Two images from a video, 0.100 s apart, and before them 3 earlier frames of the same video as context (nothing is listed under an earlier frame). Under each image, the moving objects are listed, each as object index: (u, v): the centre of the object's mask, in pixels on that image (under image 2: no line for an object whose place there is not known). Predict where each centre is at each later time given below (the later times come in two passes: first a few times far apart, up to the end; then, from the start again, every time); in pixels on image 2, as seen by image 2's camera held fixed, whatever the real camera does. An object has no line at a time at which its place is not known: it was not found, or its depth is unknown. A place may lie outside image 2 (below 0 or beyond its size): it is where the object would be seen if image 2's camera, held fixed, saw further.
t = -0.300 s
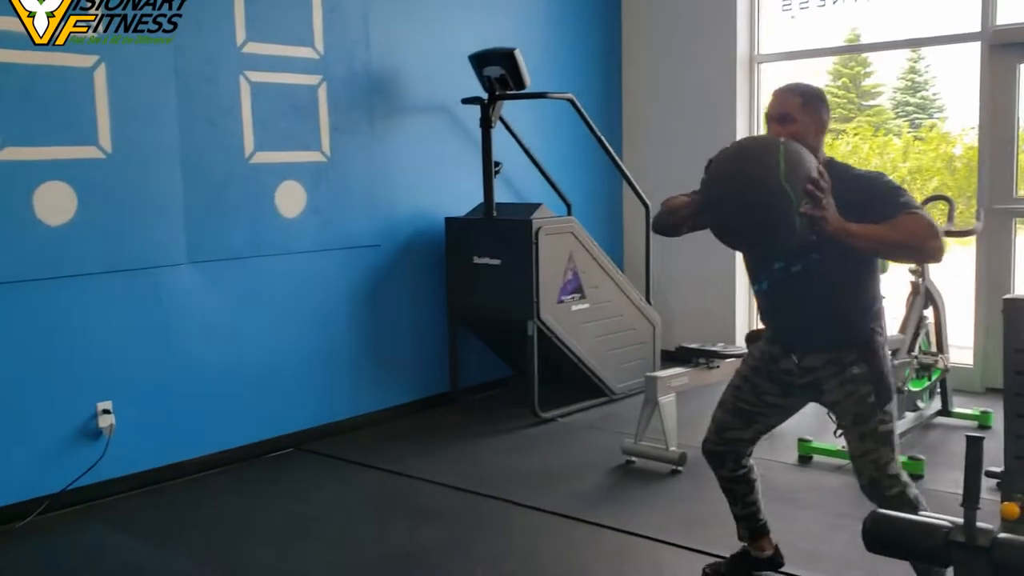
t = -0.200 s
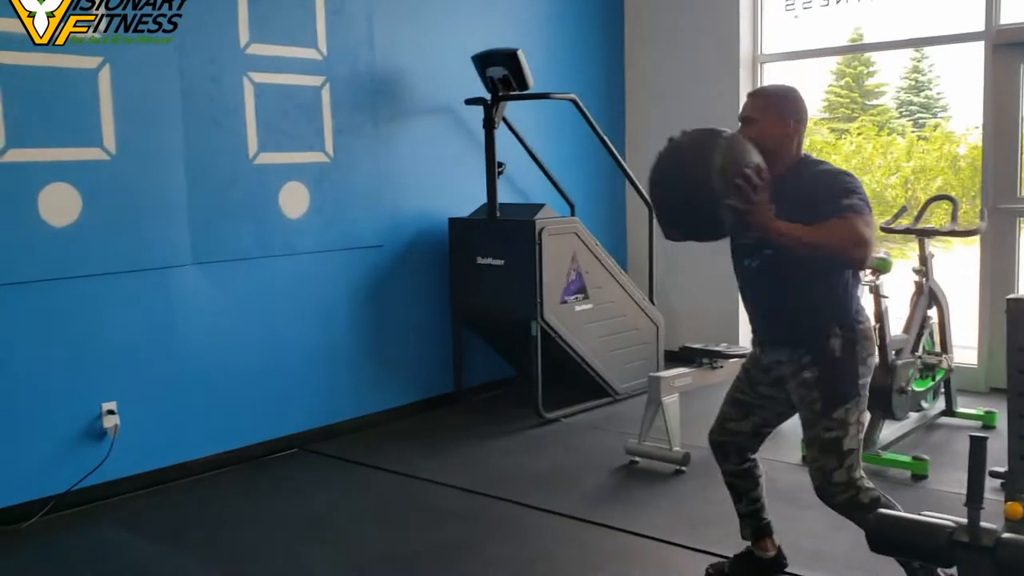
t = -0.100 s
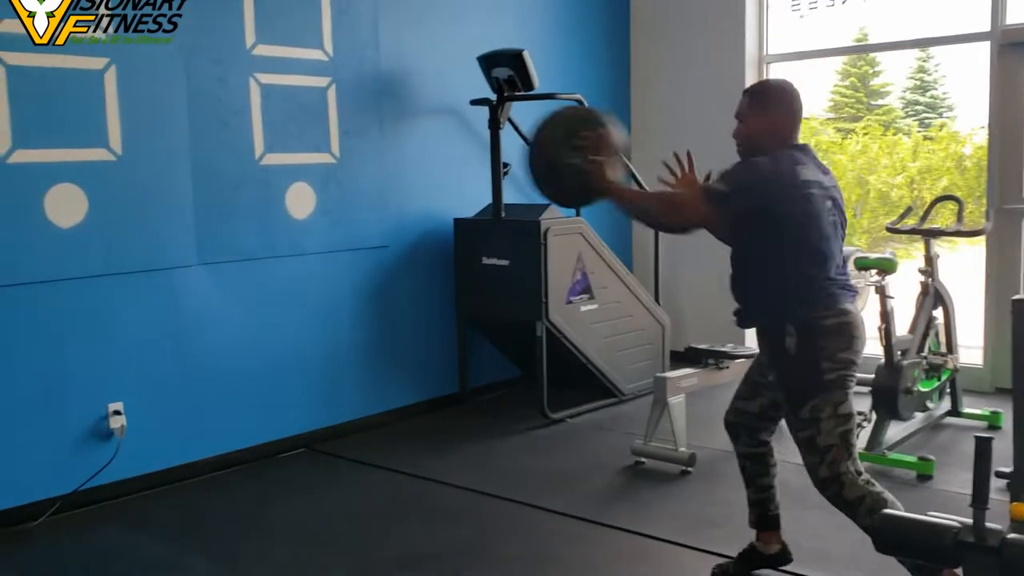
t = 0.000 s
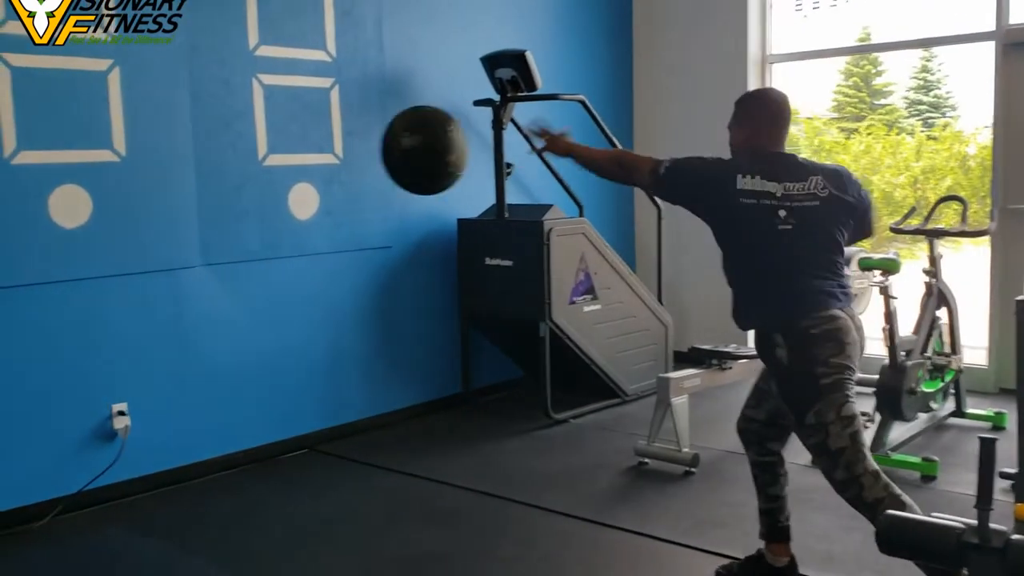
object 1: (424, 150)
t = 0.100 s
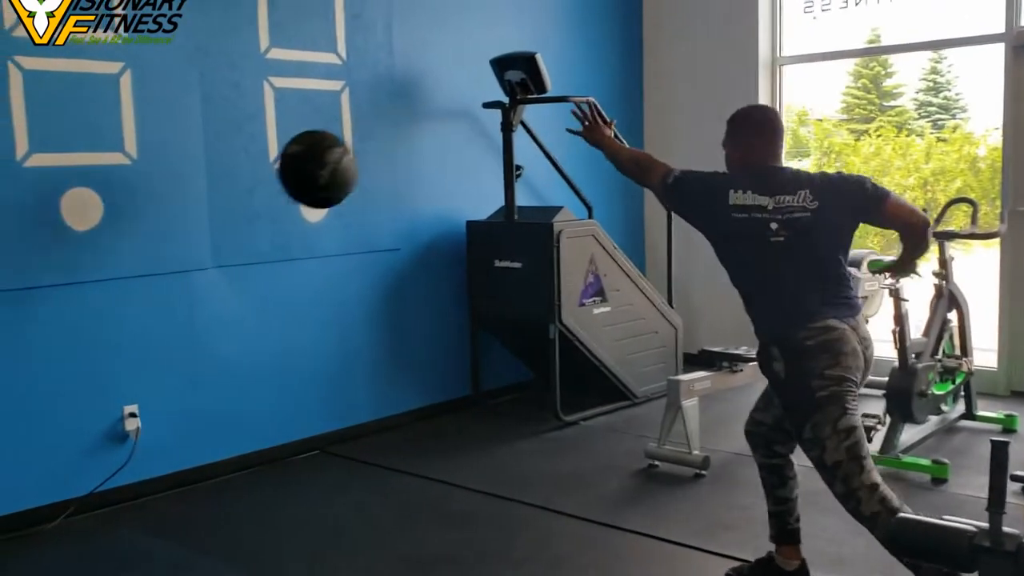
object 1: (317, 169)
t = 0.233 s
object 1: (259, 206)
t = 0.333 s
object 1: (310, 248)
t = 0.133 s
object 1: (283, 178)
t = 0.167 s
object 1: (254, 189)
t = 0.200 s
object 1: (237, 199)
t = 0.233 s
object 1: (259, 206)
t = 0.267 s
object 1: (275, 218)
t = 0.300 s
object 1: (292, 231)
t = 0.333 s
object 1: (310, 248)
